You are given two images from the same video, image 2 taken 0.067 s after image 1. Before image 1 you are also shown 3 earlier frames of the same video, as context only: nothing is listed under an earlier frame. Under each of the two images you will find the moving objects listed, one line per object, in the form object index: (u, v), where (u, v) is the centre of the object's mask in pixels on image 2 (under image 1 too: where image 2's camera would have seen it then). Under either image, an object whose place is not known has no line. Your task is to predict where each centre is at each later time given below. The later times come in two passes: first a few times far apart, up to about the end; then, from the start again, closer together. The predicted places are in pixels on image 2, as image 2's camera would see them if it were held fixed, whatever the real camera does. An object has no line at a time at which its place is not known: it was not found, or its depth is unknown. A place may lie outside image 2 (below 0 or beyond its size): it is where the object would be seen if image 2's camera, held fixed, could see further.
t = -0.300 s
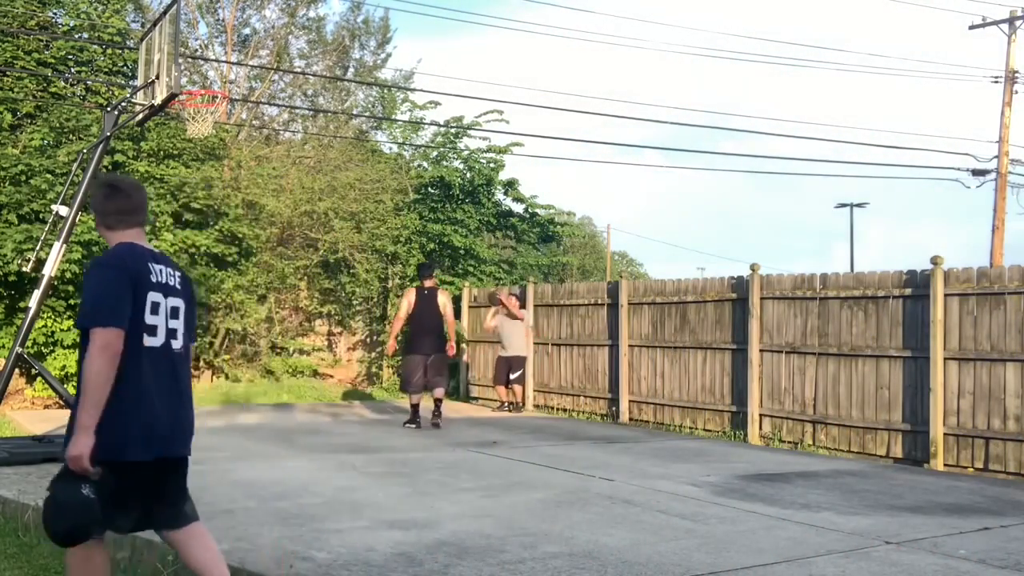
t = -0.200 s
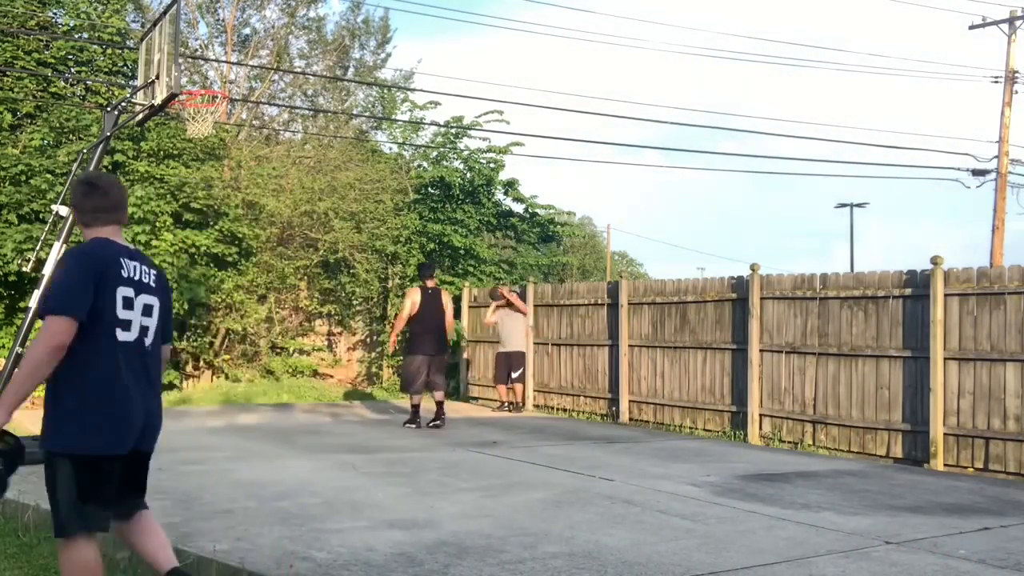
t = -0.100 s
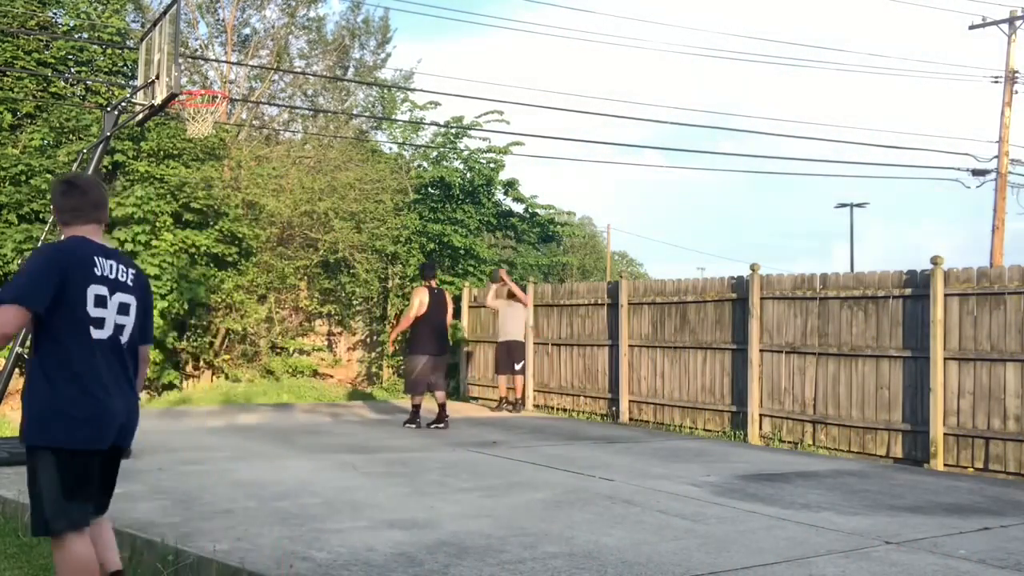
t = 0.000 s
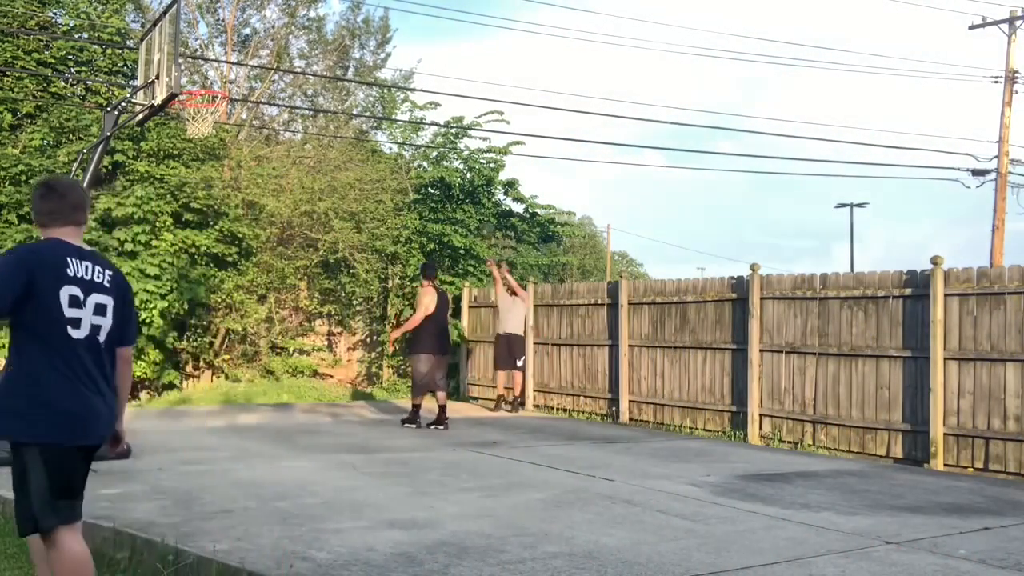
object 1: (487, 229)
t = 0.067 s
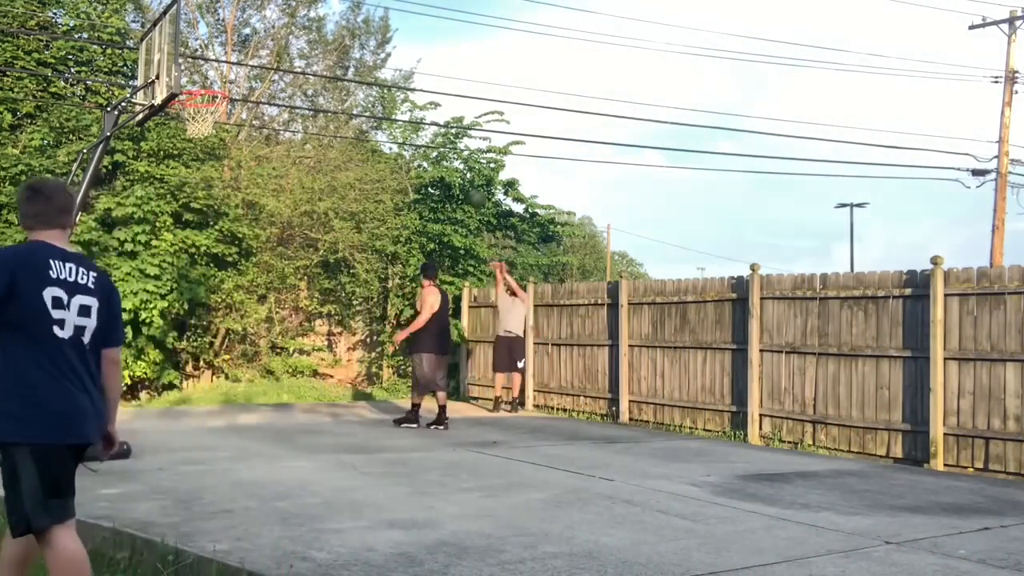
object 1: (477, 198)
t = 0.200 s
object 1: (452, 139)
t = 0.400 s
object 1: (414, 72)
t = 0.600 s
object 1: (369, 29)
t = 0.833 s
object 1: (307, 21)
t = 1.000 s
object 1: (255, 46)
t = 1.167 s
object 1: (191, 107)
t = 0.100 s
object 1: (467, 185)
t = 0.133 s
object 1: (465, 169)
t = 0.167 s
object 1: (459, 153)
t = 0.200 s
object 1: (452, 139)
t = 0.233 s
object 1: (449, 126)
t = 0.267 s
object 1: (441, 115)
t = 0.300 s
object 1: (434, 102)
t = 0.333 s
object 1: (428, 92)
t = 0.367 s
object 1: (421, 81)
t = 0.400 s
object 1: (414, 72)
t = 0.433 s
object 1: (407, 63)
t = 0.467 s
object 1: (400, 54)
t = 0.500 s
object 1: (393, 47)
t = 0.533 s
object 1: (385, 40)
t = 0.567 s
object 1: (378, 35)
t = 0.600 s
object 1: (369, 29)
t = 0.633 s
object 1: (361, 25)
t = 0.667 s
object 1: (353, 22)
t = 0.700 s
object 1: (344, 19)
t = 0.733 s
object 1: (335, 18)
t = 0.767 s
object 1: (326, 18)
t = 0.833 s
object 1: (307, 21)
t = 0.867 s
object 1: (297, 23)
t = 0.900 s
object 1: (287, 26)
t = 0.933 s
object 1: (277, 32)
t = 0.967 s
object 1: (266, 38)
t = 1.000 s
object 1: (255, 46)
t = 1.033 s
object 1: (243, 55)
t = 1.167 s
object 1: (191, 107)
